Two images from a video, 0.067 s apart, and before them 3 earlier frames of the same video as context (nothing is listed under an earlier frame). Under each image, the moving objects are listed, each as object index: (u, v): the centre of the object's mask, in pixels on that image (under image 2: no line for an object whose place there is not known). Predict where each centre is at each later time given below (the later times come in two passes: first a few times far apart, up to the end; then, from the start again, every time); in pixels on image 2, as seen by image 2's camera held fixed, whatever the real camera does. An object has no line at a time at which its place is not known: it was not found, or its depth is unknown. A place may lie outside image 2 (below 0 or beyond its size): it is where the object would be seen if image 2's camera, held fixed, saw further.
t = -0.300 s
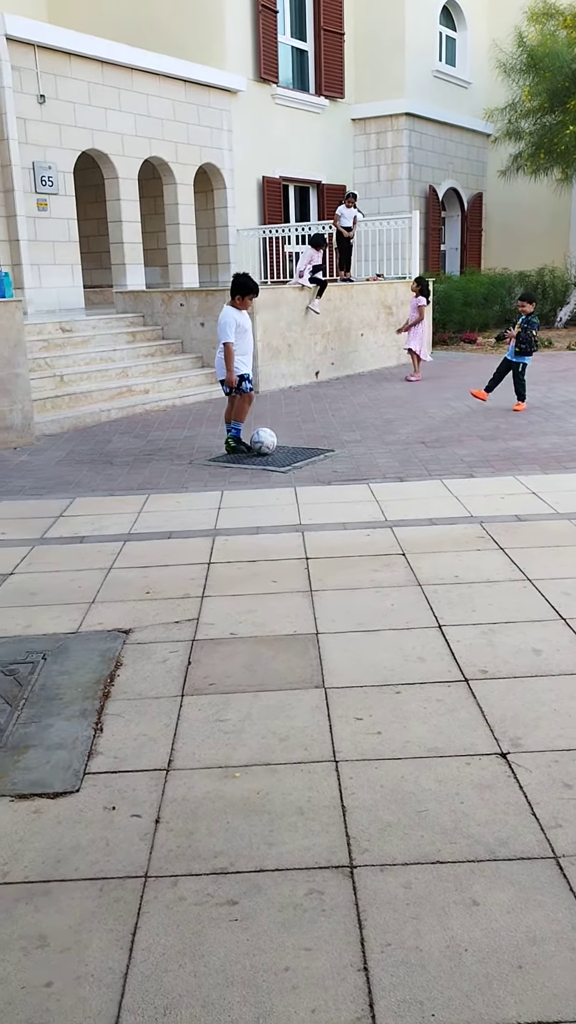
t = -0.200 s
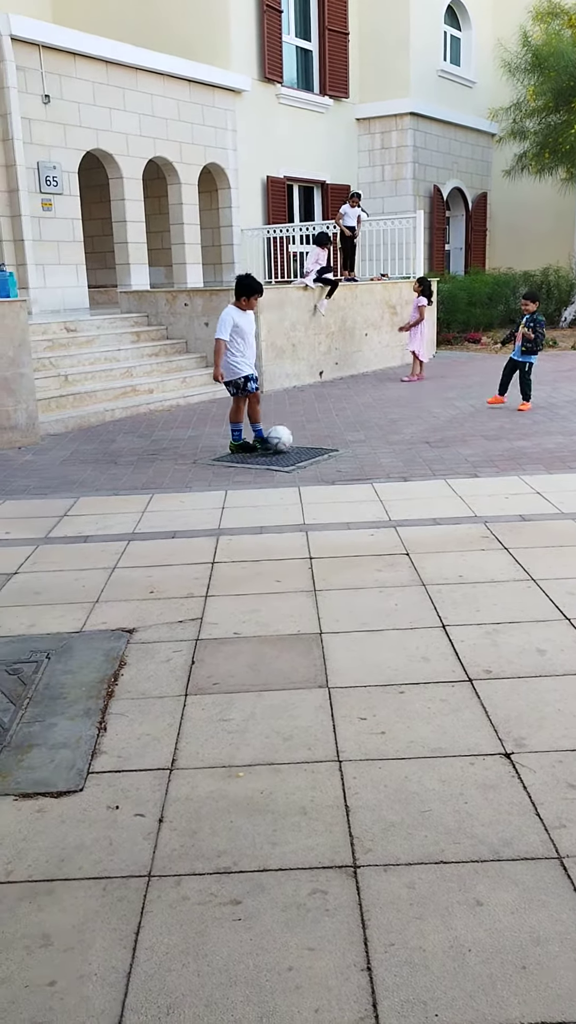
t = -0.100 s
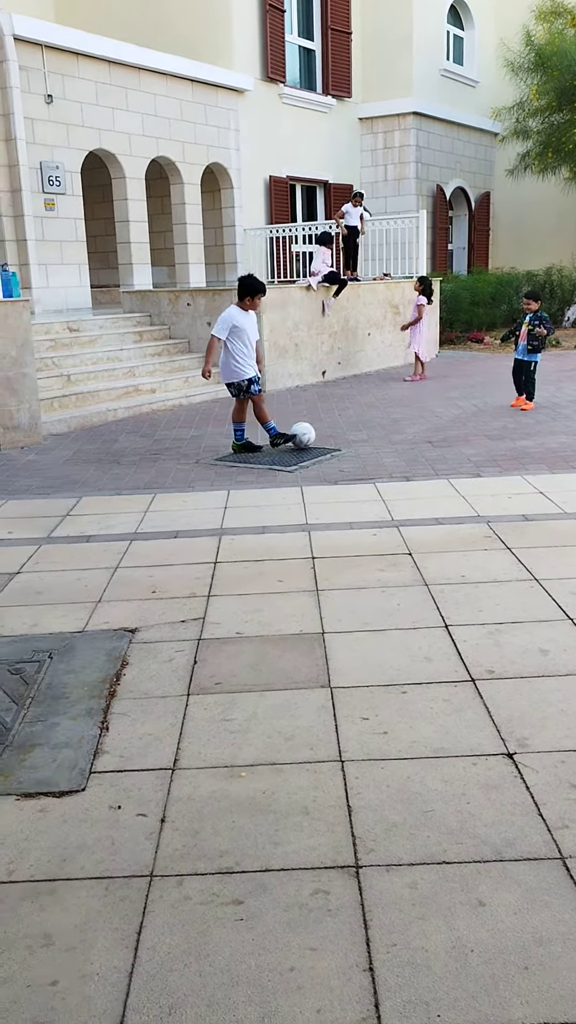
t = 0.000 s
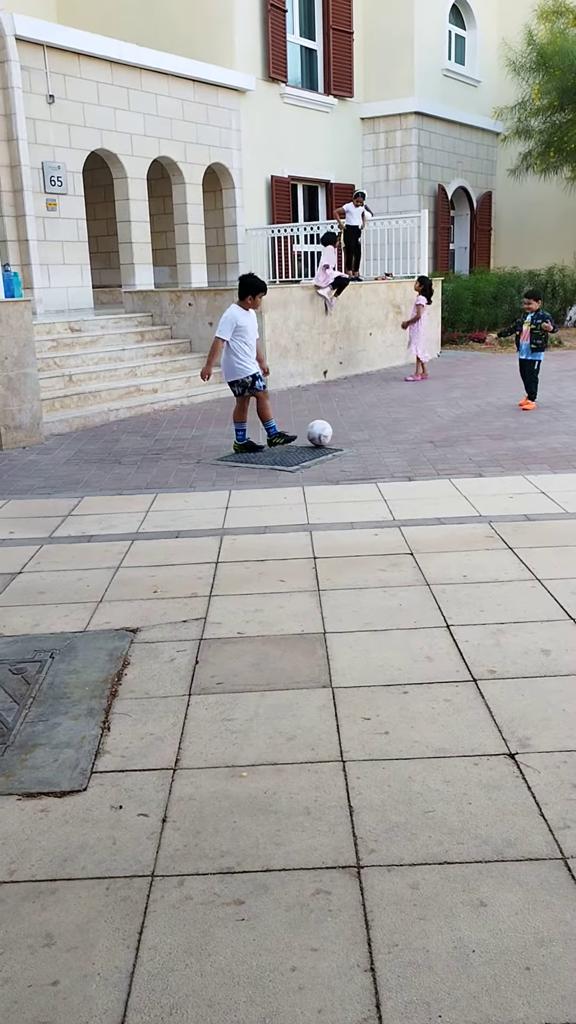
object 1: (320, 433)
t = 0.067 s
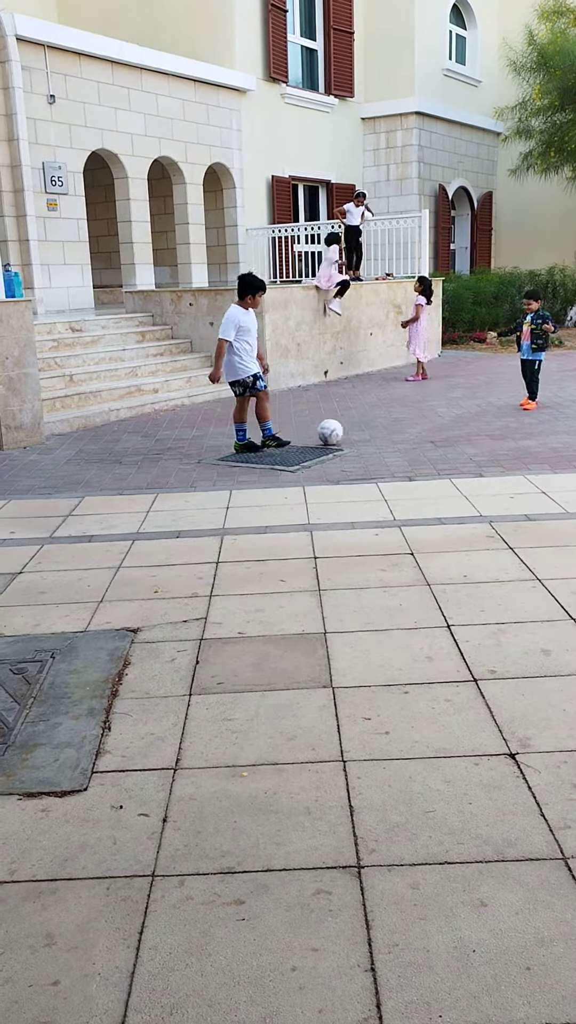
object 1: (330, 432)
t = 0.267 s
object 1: (361, 428)
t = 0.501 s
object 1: (395, 423)
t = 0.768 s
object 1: (433, 418)
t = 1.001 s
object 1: (463, 414)
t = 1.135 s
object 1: (481, 411)
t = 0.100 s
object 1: (336, 431)
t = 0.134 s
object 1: (340, 430)
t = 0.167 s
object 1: (346, 430)
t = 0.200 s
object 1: (351, 429)
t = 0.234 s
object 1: (356, 429)
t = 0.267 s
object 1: (361, 428)
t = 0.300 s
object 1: (366, 427)
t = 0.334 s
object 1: (371, 426)
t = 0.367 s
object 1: (376, 426)
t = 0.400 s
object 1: (381, 425)
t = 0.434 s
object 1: (386, 424)
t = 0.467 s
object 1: (390, 424)
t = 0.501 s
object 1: (395, 423)
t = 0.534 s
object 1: (400, 422)
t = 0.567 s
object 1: (405, 422)
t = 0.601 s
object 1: (409, 421)
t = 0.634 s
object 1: (414, 420)
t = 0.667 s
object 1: (419, 420)
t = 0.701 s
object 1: (424, 419)
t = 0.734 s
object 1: (428, 418)
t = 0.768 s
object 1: (433, 418)
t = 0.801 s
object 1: (437, 417)
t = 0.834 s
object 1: (442, 417)
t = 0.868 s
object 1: (446, 416)
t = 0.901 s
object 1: (450, 415)
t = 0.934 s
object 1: (455, 415)
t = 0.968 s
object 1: (459, 414)
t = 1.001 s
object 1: (463, 414)
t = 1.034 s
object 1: (468, 413)
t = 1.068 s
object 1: (472, 412)
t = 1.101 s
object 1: (476, 412)
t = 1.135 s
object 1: (481, 411)
